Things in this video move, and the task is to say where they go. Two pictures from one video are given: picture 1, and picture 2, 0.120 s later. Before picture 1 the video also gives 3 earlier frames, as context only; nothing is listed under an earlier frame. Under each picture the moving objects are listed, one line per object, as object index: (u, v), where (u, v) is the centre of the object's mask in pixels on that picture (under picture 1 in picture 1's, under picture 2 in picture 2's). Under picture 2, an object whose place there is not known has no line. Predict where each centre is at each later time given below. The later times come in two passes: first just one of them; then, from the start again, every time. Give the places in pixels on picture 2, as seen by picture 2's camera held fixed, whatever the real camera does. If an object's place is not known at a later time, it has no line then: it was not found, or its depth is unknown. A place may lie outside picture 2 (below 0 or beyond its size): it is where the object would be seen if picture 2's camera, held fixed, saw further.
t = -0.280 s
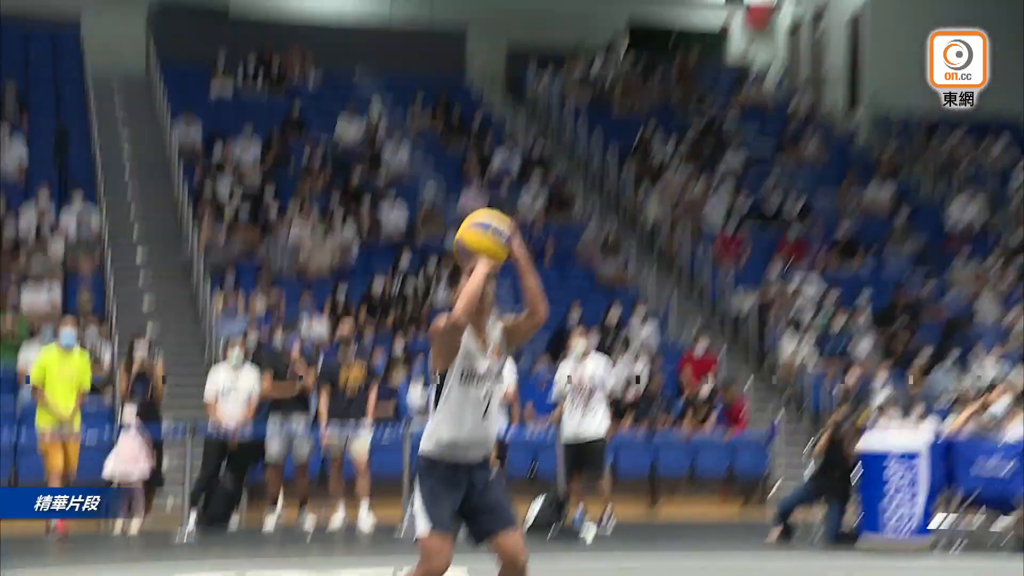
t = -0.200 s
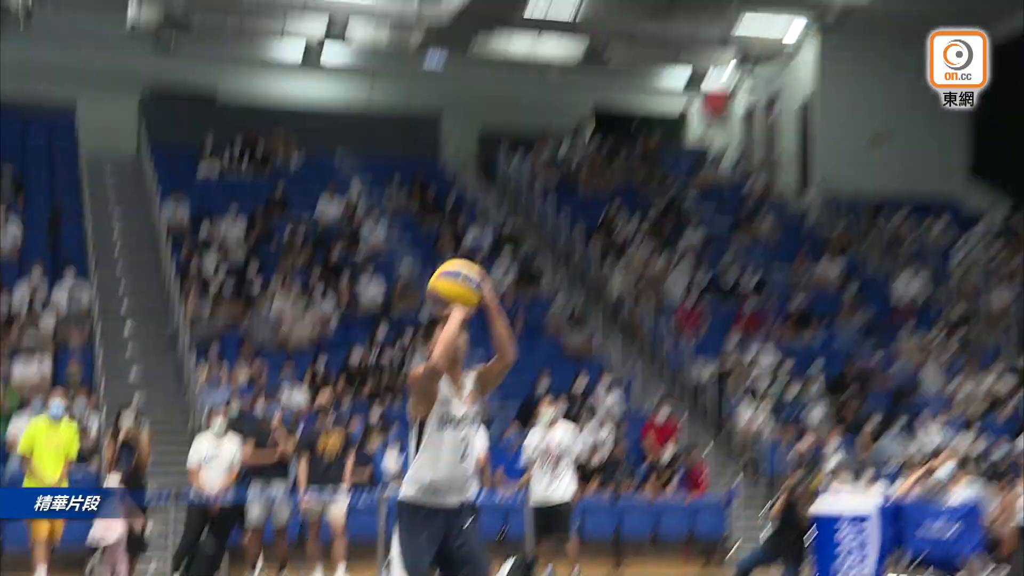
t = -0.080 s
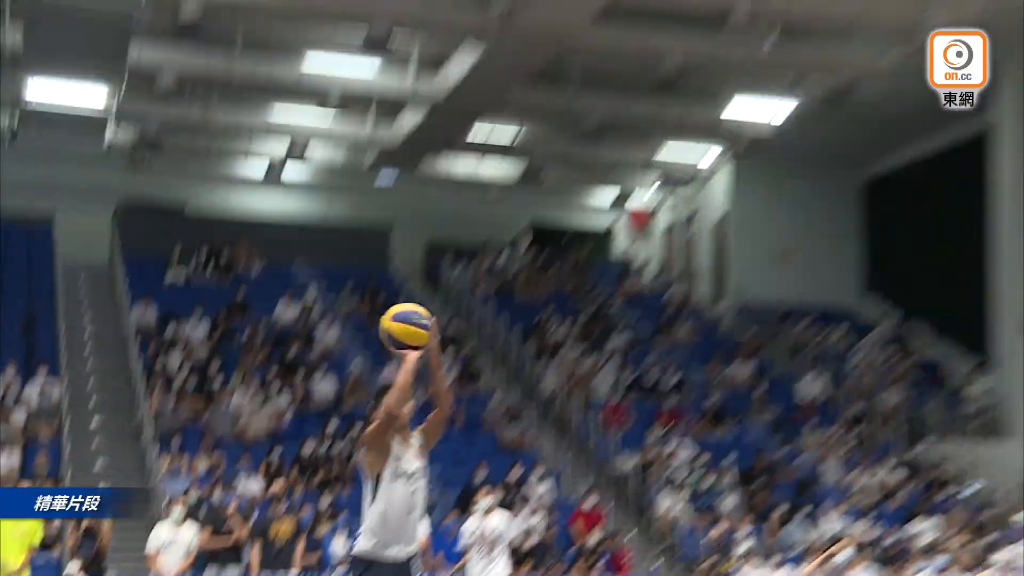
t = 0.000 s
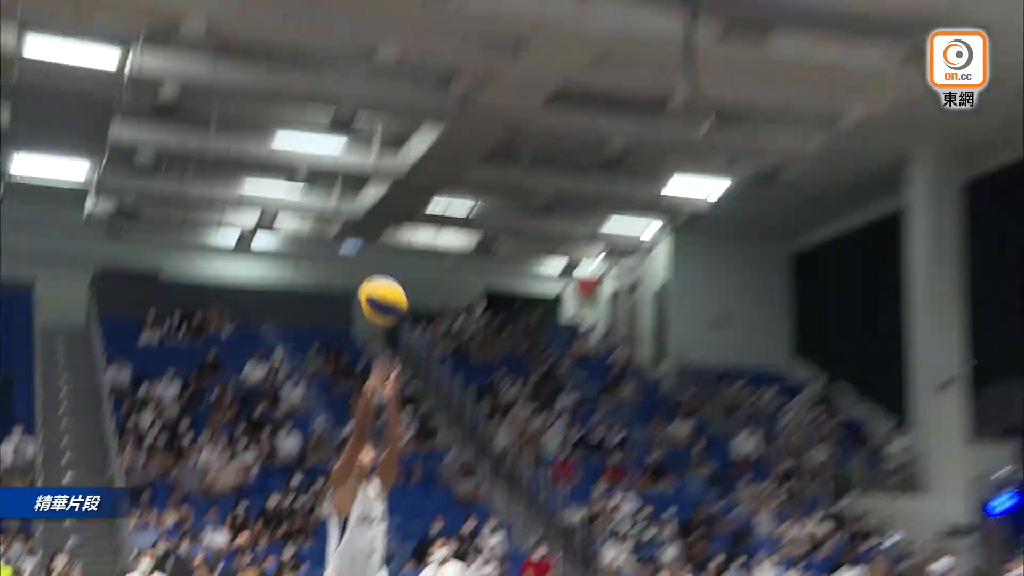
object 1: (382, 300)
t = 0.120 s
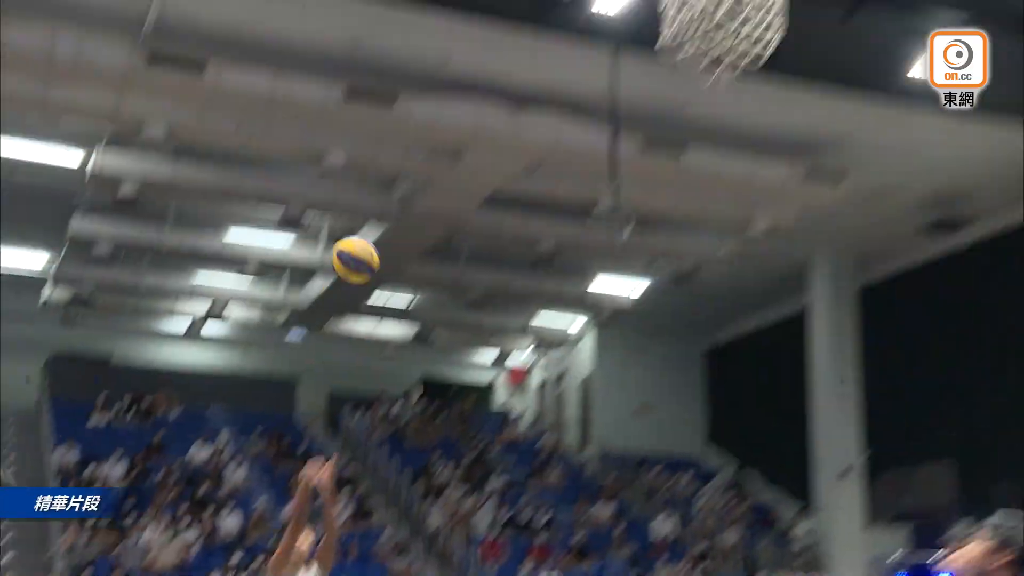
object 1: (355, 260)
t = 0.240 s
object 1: (385, 149)
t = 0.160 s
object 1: (366, 219)
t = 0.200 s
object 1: (375, 183)
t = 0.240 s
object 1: (385, 149)
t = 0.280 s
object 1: (393, 115)
